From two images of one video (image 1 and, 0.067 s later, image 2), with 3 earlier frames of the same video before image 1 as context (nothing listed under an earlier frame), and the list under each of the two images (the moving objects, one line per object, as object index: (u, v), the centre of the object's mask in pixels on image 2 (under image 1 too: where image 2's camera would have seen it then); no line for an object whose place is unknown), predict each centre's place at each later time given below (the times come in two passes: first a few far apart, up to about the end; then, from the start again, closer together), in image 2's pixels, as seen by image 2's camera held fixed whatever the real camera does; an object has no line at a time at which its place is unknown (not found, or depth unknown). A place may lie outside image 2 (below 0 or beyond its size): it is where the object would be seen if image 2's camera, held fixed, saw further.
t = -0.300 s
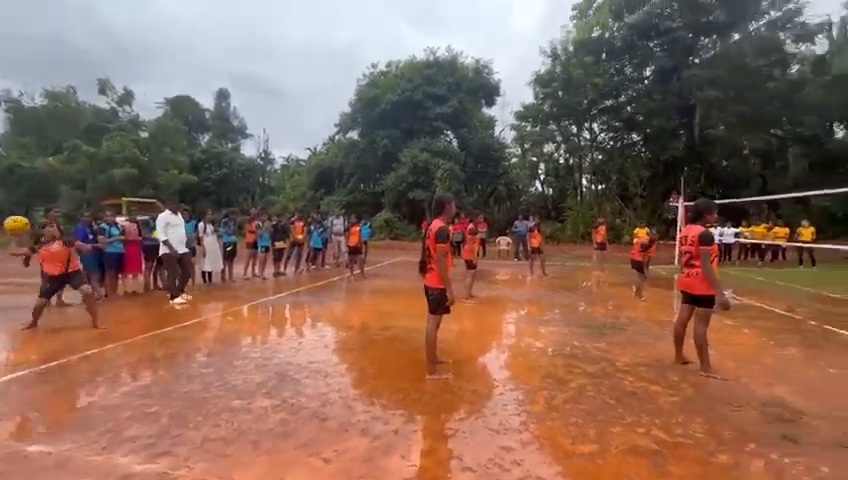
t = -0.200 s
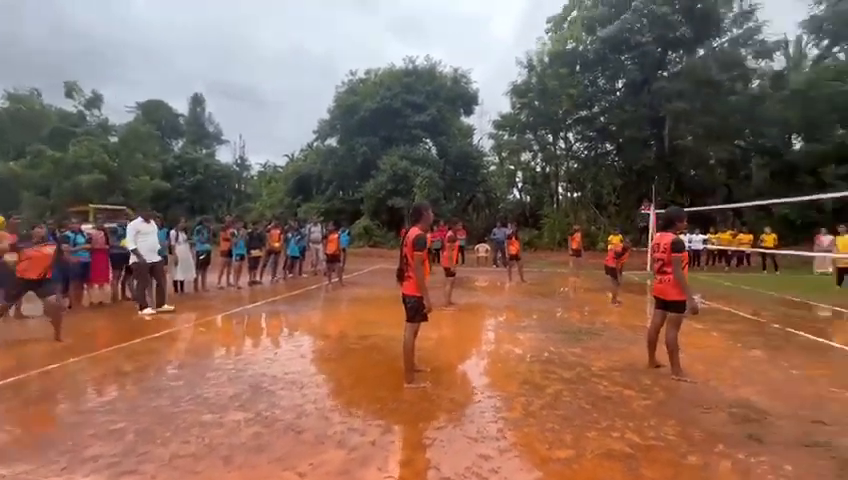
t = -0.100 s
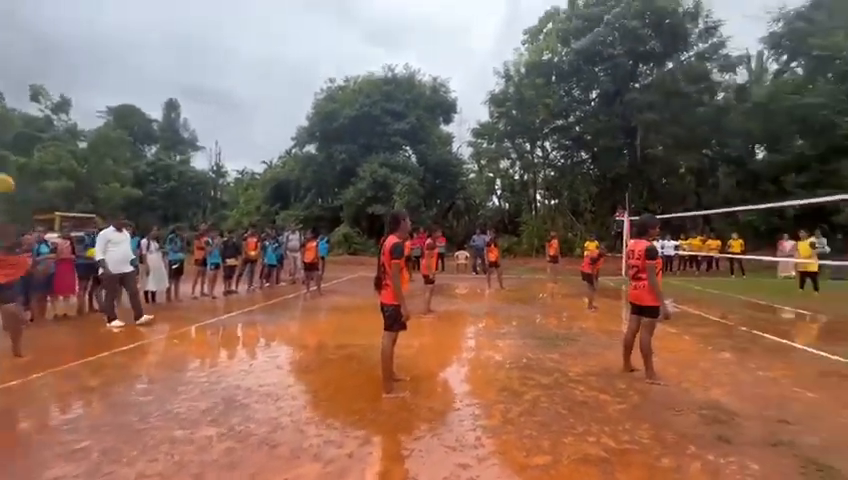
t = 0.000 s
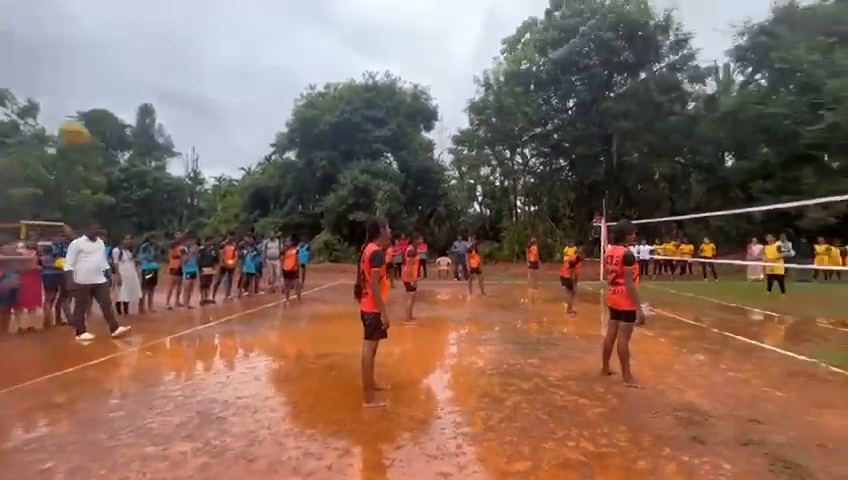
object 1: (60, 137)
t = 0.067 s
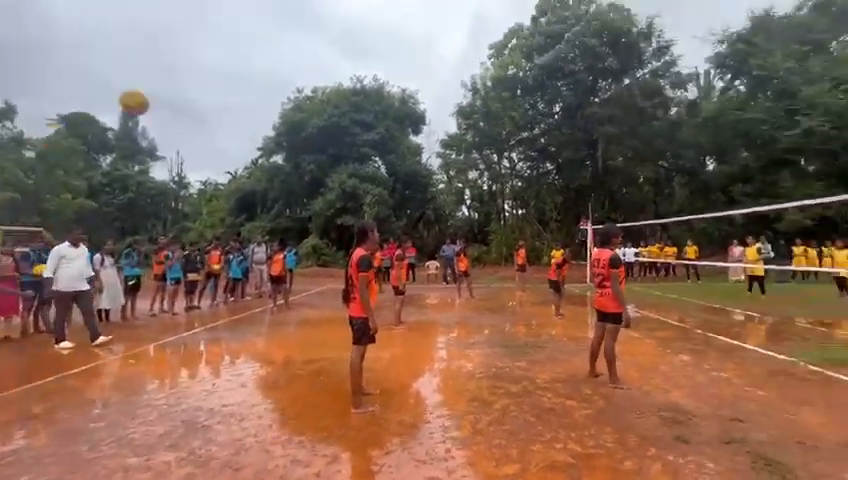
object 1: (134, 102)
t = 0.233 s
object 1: (334, 29)
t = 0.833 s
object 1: (945, 47)
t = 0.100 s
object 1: (172, 85)
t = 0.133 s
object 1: (212, 70)
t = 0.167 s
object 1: (252, 55)
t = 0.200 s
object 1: (293, 41)
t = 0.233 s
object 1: (334, 29)
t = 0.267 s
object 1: (376, 19)
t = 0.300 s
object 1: (417, 9)
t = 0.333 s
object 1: (458, 1)
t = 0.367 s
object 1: (499, -5)
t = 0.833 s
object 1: (945, 47)
